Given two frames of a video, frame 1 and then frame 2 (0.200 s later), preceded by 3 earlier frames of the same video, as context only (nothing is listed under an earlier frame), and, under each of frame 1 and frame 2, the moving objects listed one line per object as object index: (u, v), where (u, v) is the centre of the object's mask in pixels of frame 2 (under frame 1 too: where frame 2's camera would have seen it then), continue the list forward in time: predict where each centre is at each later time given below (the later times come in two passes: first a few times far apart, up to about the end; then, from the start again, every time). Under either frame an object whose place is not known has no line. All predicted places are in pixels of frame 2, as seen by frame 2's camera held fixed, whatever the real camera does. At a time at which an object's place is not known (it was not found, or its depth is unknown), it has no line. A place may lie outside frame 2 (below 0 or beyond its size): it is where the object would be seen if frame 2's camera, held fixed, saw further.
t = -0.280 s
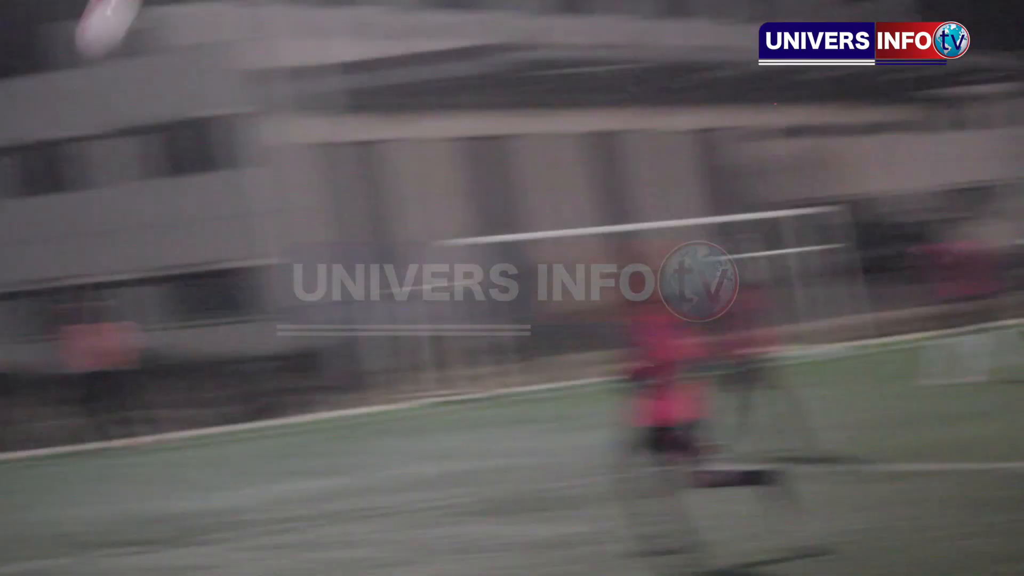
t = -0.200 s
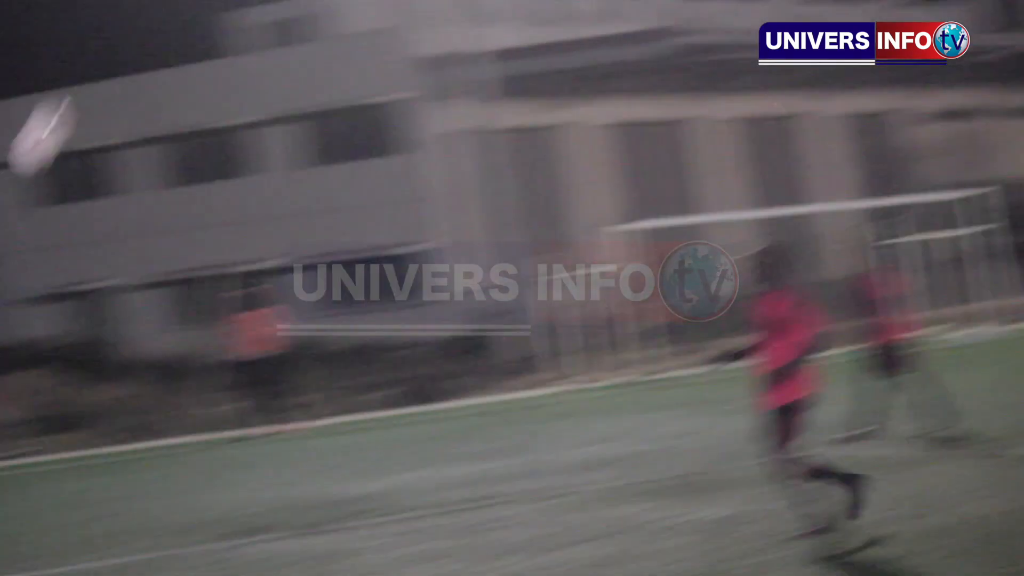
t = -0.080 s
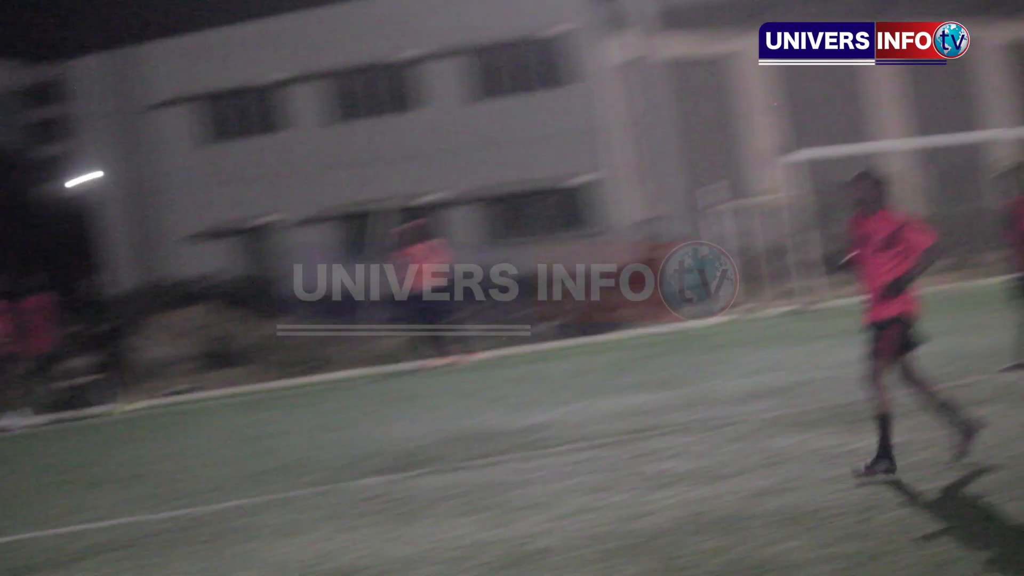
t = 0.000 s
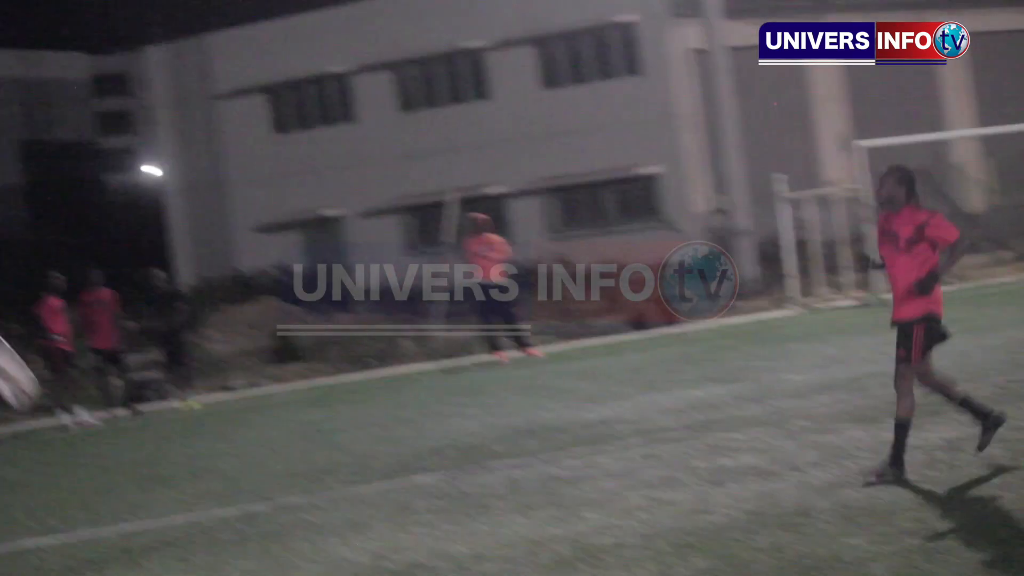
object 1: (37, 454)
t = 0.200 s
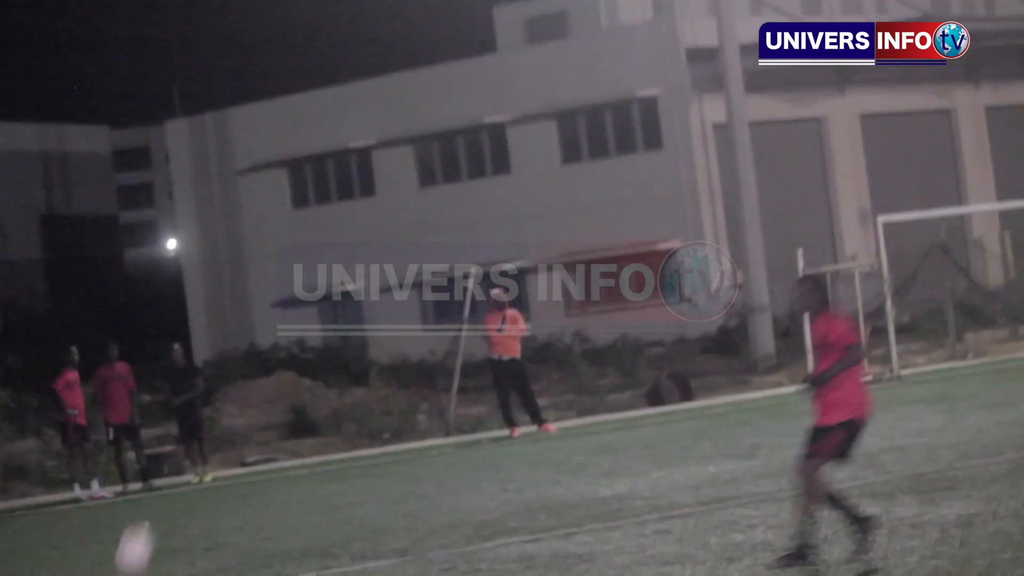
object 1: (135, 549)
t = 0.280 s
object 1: (165, 472)
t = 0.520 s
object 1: (250, 326)
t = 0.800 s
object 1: (348, 281)
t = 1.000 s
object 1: (415, 320)
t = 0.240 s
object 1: (149, 510)
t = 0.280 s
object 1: (165, 472)
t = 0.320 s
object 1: (179, 442)
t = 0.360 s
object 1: (194, 412)
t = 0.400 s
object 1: (209, 384)
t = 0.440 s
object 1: (223, 363)
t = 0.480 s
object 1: (237, 344)
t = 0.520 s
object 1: (250, 326)
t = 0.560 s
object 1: (265, 313)
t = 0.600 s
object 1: (279, 301)
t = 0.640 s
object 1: (292, 292)
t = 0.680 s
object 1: (306, 286)
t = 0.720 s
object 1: (321, 283)
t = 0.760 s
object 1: (334, 281)
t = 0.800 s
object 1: (348, 281)
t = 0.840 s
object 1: (361, 285)
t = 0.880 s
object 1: (375, 290)
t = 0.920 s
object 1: (389, 297)
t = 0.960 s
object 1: (401, 307)
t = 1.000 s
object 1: (415, 320)
